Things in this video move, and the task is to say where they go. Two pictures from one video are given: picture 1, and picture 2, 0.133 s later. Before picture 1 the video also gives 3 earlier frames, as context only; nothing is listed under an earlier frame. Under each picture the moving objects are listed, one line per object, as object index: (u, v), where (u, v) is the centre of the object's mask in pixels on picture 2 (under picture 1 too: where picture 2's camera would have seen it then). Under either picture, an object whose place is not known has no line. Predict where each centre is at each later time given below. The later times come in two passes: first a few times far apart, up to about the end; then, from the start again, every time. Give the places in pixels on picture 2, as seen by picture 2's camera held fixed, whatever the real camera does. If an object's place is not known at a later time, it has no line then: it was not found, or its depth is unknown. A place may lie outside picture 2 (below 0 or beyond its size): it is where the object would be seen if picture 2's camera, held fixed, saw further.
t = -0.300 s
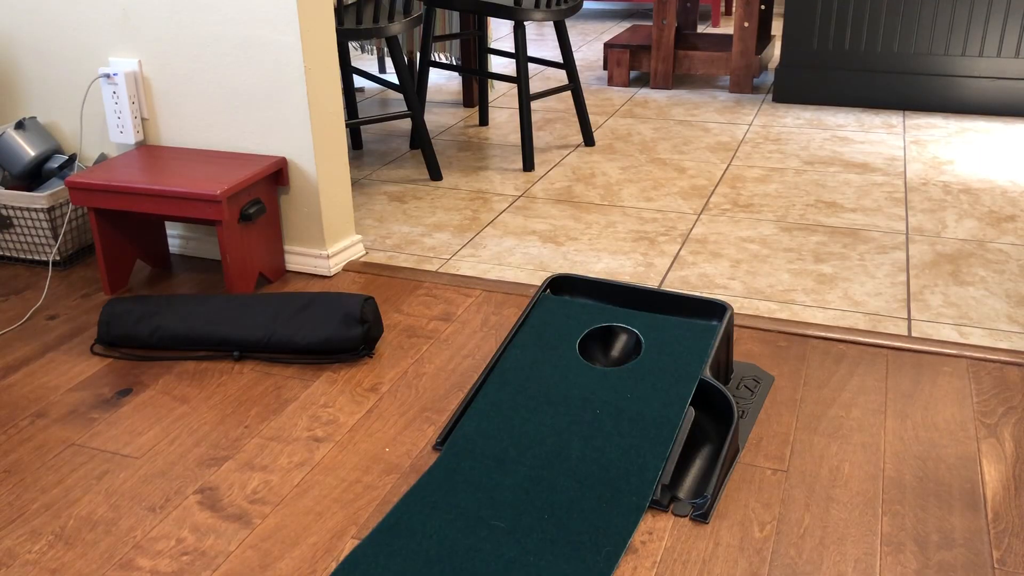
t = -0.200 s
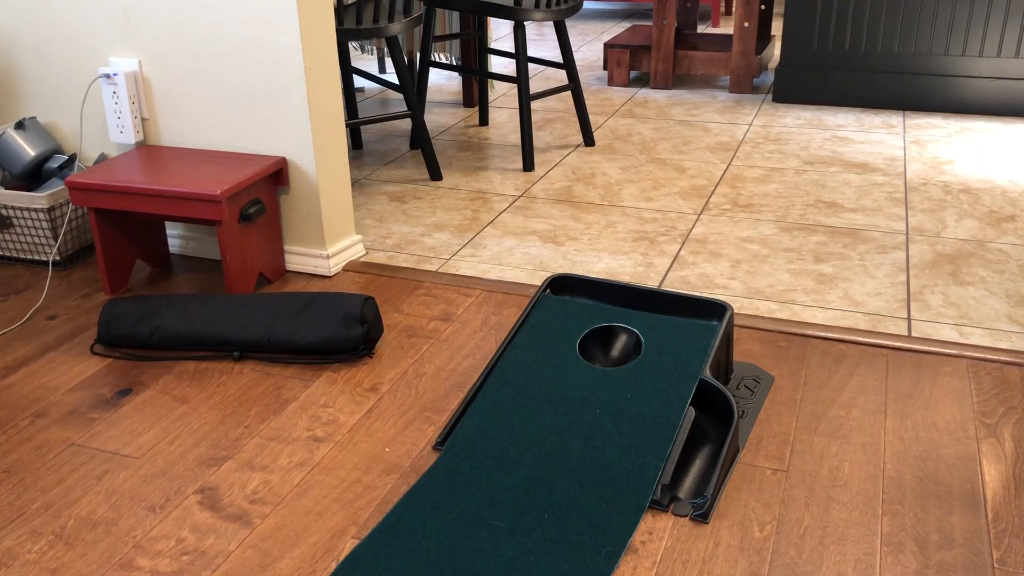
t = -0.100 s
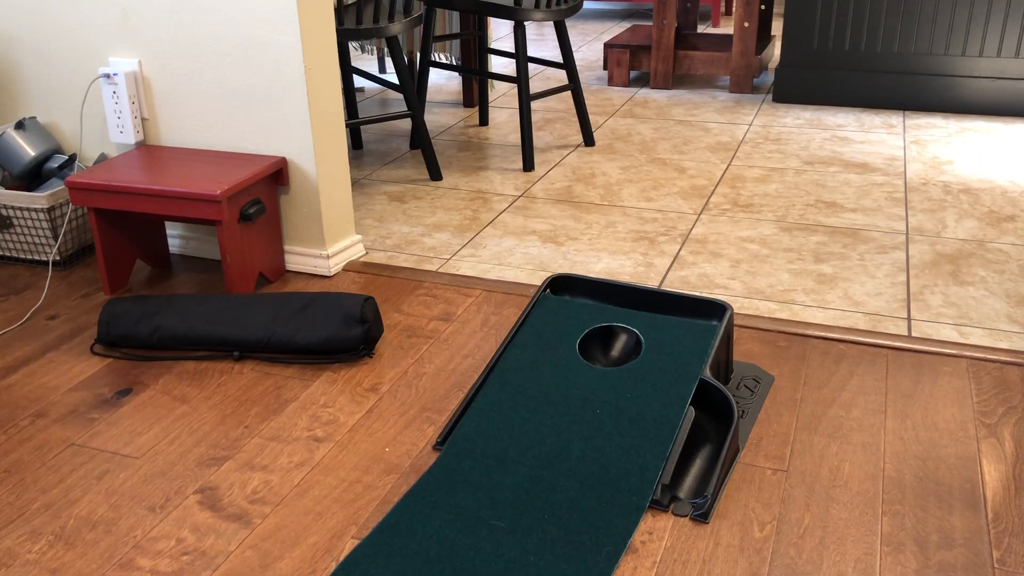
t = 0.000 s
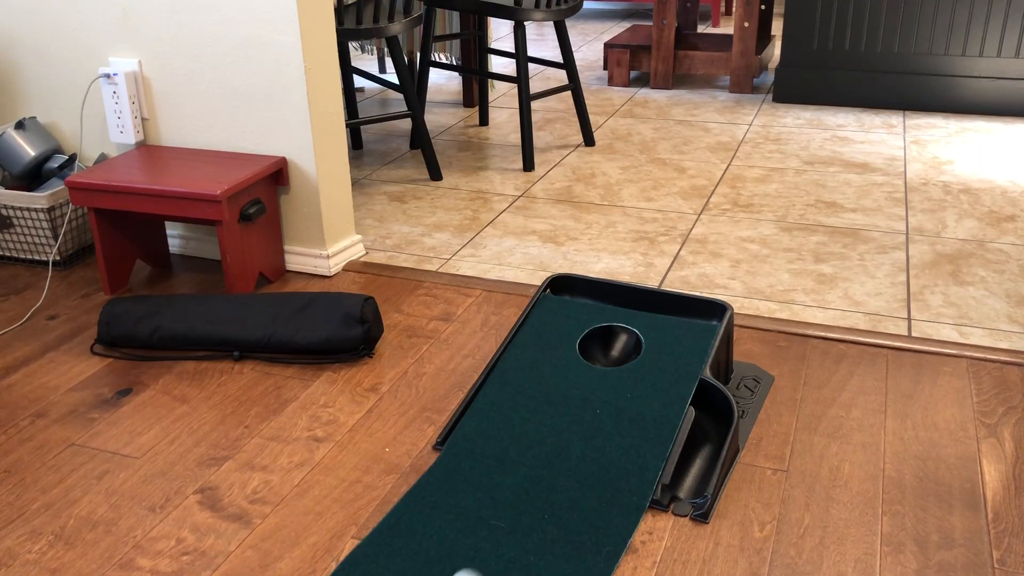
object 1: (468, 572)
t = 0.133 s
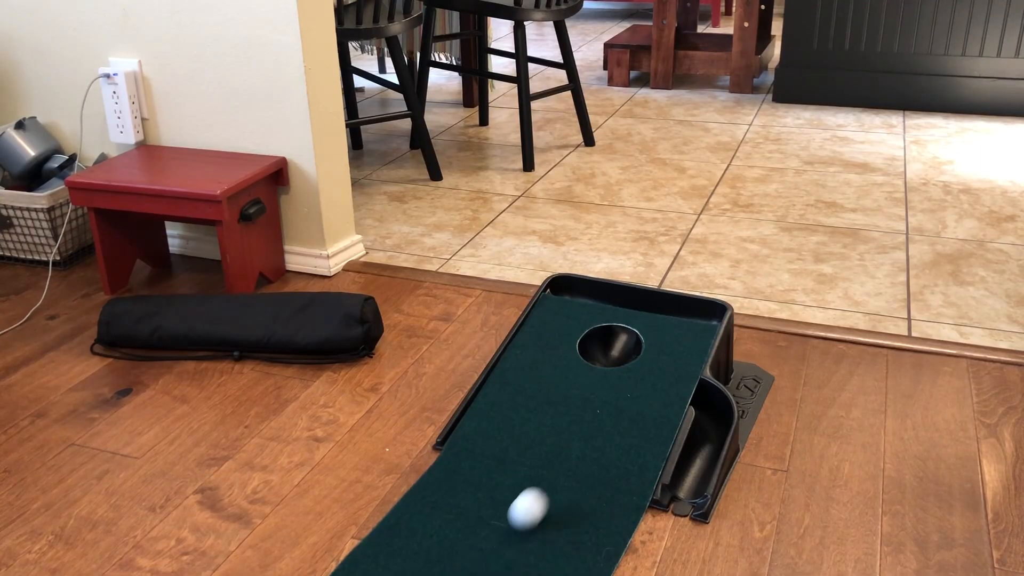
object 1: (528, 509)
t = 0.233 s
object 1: (567, 453)
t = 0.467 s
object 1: (629, 353)
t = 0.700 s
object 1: (648, 309)
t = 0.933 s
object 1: (644, 305)
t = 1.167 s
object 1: (624, 342)
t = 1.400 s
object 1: (601, 358)
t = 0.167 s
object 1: (542, 491)
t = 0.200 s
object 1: (555, 472)
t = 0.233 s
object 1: (567, 453)
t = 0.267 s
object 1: (578, 434)
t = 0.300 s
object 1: (588, 417)
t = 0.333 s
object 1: (597, 402)
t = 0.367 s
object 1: (606, 388)
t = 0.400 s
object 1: (614, 375)
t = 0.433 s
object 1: (622, 364)
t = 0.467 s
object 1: (629, 353)
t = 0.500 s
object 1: (636, 345)
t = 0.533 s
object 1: (640, 337)
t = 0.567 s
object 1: (643, 329)
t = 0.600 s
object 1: (644, 322)
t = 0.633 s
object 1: (646, 317)
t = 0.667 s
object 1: (647, 313)
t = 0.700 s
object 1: (648, 309)
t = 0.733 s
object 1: (648, 307)
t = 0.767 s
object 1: (648, 305)
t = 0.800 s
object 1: (648, 304)
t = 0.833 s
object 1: (648, 303)
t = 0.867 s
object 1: (647, 304)
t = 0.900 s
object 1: (646, 304)
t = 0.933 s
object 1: (644, 305)
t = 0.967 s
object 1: (643, 307)
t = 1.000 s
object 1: (641, 309)
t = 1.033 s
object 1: (638, 312)
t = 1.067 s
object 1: (636, 315)
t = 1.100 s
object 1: (633, 320)
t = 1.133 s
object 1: (629, 328)
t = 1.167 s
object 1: (624, 342)
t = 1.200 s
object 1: (619, 356)
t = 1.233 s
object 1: (605, 361)
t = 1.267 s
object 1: (601, 356)
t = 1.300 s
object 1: (600, 351)
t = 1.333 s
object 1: (599, 350)
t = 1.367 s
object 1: (600, 353)
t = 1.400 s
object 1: (601, 358)
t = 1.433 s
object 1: (609, 360)
